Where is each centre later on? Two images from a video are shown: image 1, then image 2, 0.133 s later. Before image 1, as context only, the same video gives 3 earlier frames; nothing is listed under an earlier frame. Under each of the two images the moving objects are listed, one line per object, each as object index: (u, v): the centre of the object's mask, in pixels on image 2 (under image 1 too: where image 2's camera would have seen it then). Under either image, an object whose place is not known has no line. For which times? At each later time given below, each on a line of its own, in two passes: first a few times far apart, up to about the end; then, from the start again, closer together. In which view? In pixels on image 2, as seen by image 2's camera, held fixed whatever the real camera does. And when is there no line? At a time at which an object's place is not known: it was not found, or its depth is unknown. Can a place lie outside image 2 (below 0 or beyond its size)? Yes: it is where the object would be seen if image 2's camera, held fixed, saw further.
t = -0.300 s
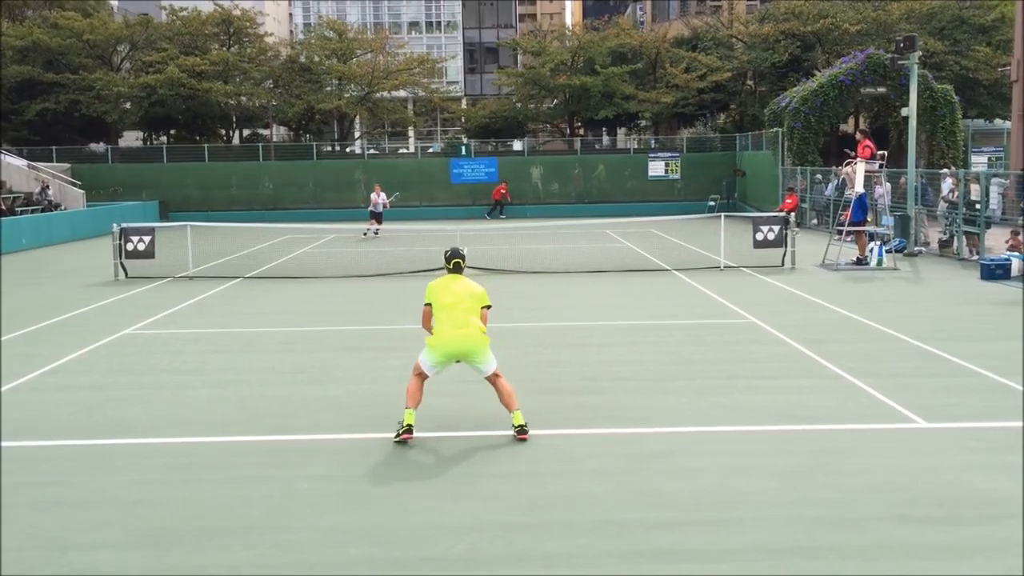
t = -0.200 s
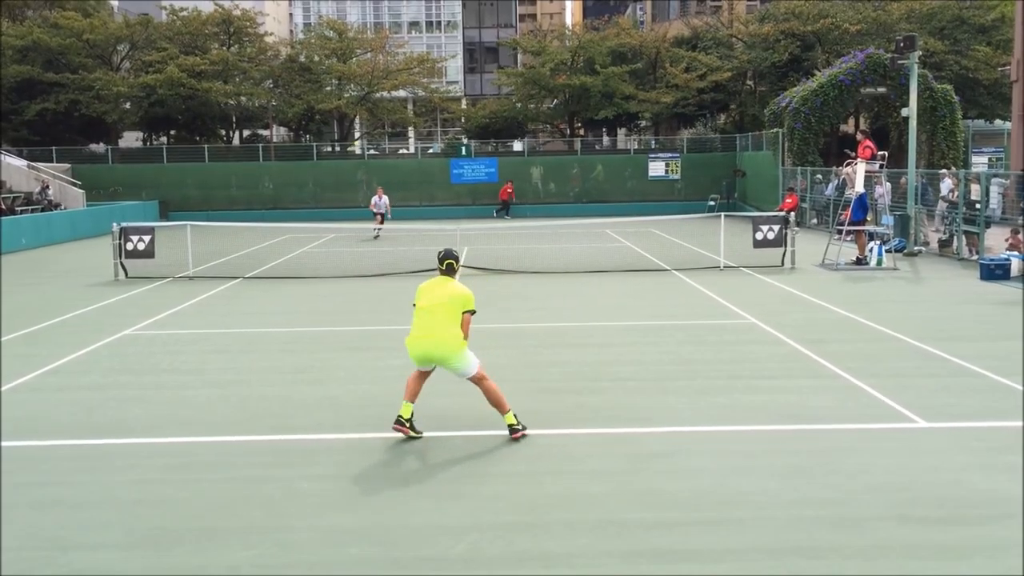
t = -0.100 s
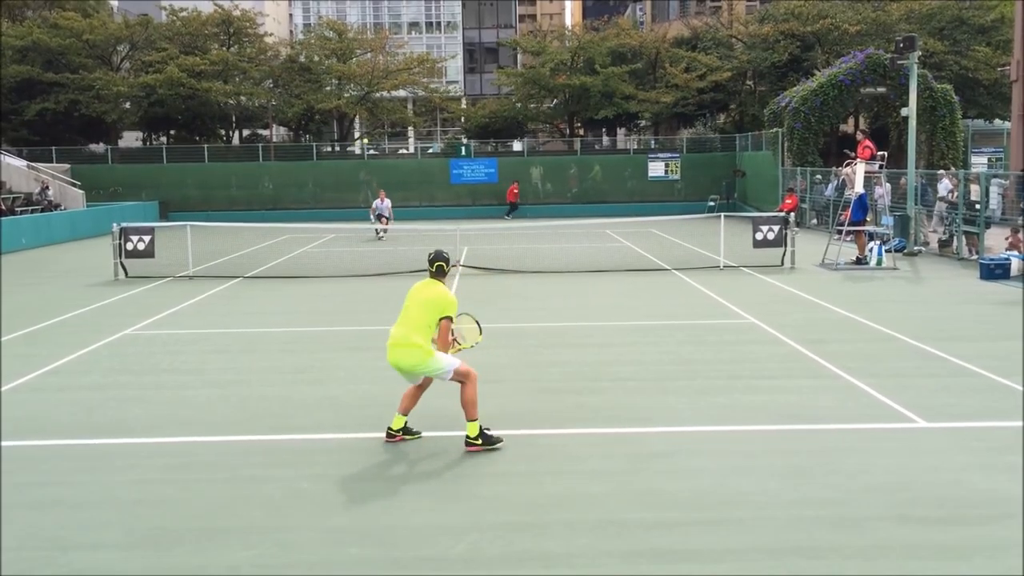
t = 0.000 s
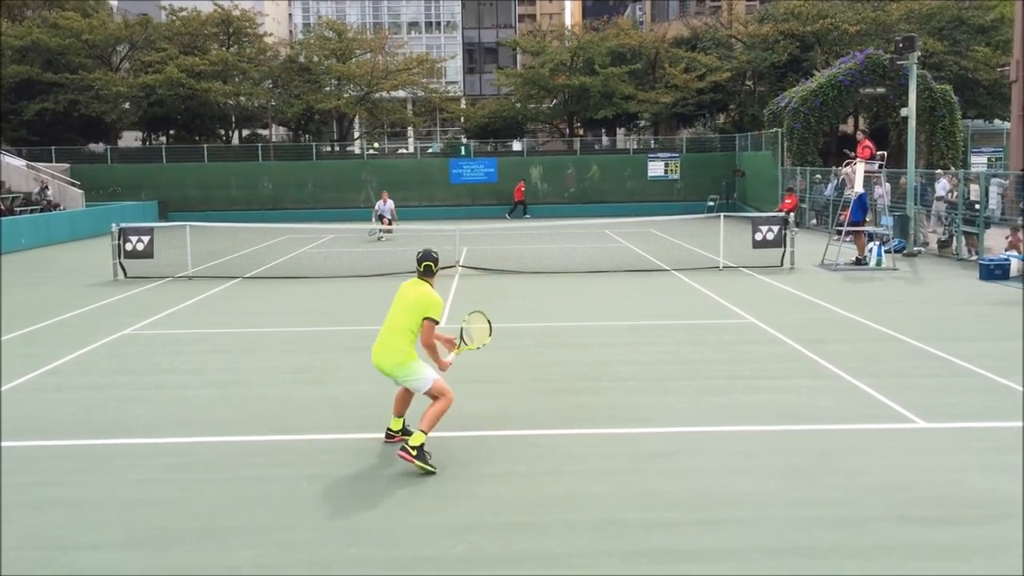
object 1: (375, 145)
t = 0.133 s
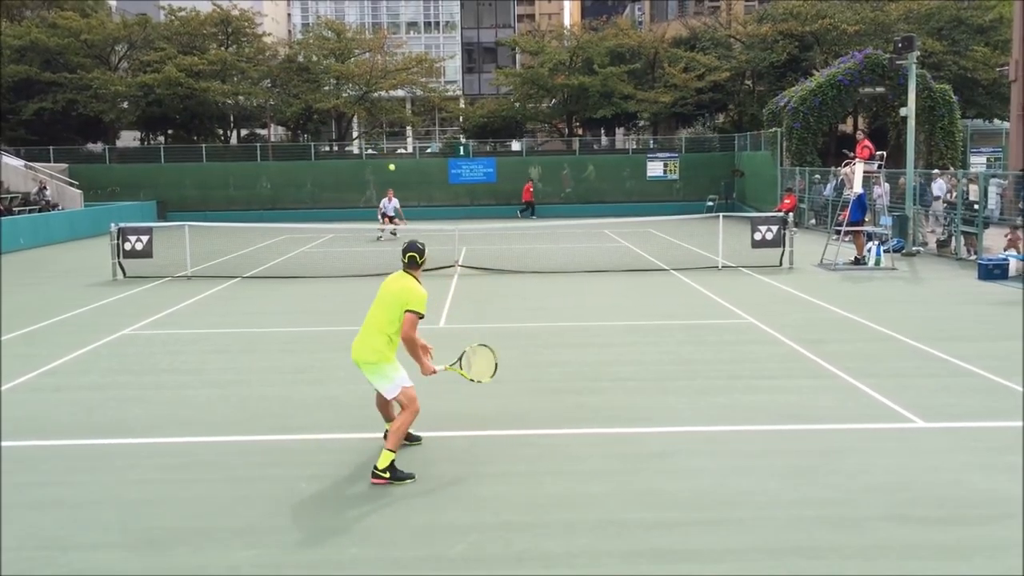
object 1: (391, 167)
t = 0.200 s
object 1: (402, 188)
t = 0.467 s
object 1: (466, 397)
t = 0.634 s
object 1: (528, 480)
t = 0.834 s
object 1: (656, 441)
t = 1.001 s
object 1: (947, 542)
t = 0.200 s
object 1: (402, 188)
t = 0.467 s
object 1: (466, 397)
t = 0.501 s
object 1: (478, 451)
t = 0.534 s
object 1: (492, 516)
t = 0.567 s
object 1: (504, 505)
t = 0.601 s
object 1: (515, 492)
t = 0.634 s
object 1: (528, 480)
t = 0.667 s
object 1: (543, 468)
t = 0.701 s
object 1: (560, 458)
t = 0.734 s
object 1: (579, 450)
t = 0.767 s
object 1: (601, 444)
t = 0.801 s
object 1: (626, 441)
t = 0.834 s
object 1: (656, 441)
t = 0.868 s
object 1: (692, 444)
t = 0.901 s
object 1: (734, 453)
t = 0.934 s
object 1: (787, 470)
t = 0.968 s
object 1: (856, 498)
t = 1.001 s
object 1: (947, 542)
